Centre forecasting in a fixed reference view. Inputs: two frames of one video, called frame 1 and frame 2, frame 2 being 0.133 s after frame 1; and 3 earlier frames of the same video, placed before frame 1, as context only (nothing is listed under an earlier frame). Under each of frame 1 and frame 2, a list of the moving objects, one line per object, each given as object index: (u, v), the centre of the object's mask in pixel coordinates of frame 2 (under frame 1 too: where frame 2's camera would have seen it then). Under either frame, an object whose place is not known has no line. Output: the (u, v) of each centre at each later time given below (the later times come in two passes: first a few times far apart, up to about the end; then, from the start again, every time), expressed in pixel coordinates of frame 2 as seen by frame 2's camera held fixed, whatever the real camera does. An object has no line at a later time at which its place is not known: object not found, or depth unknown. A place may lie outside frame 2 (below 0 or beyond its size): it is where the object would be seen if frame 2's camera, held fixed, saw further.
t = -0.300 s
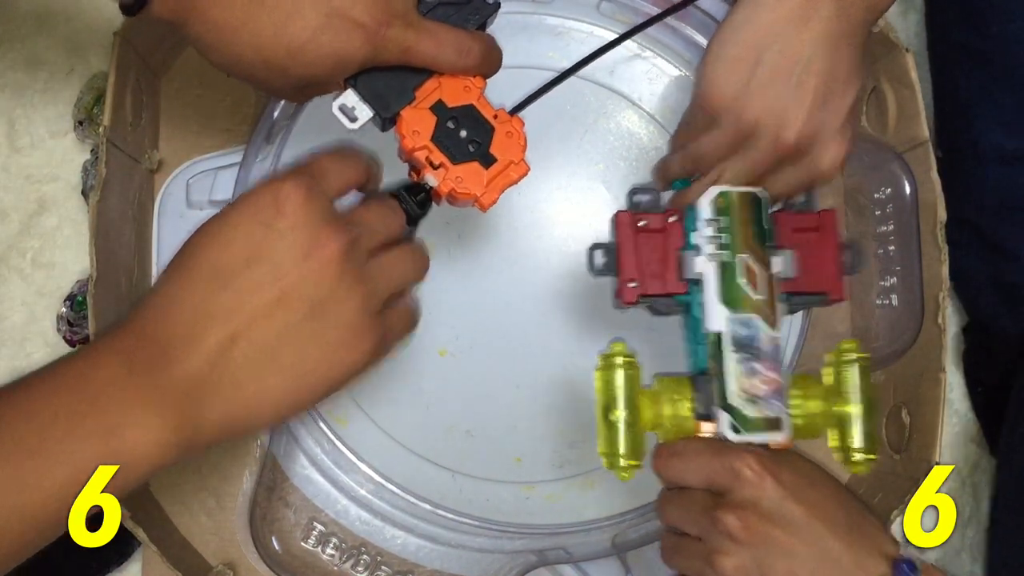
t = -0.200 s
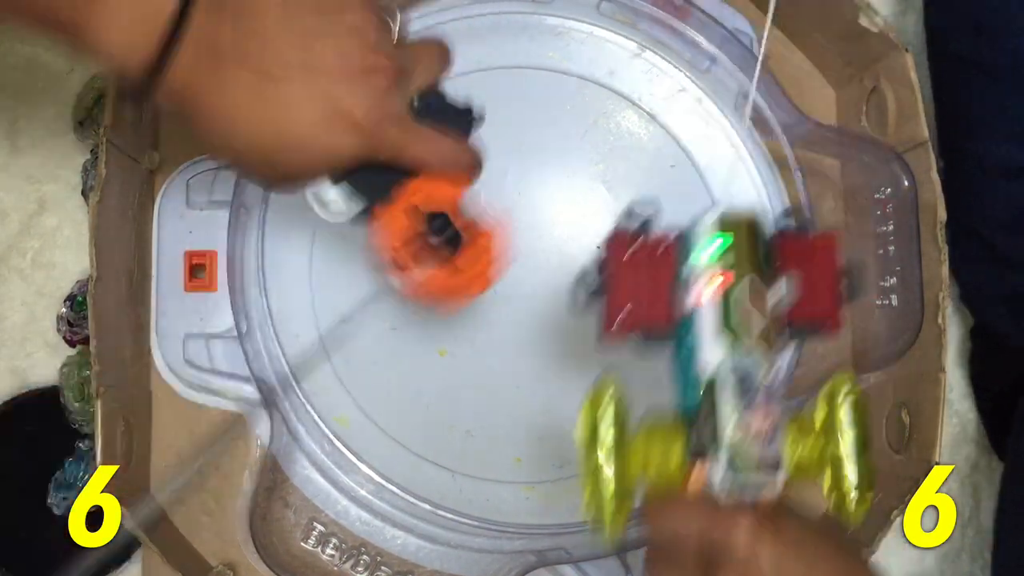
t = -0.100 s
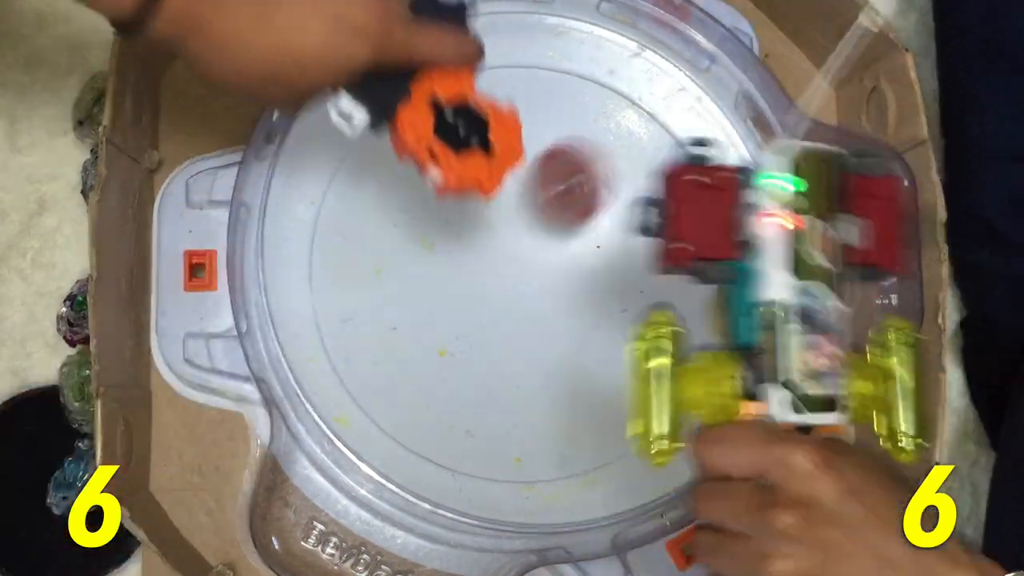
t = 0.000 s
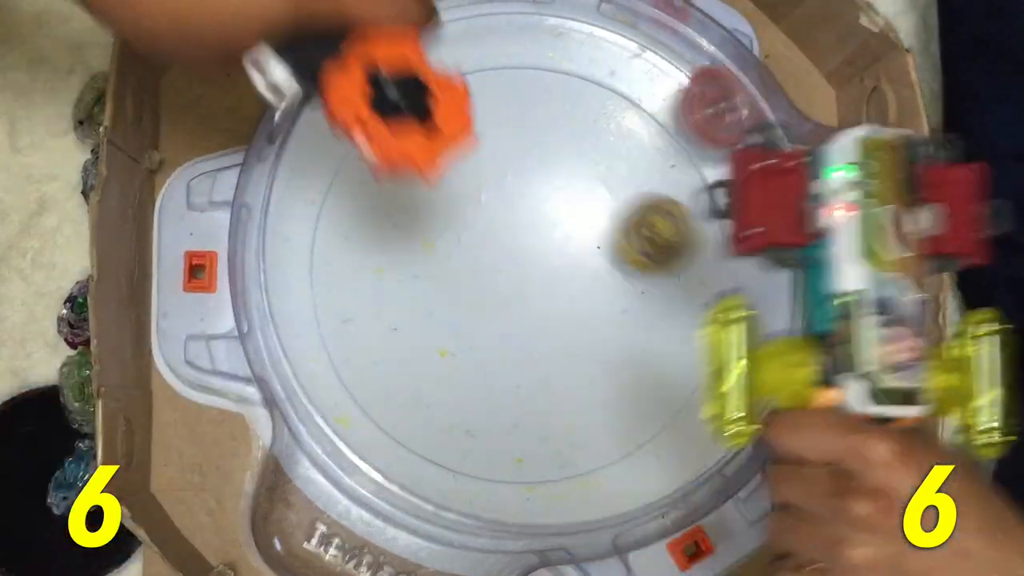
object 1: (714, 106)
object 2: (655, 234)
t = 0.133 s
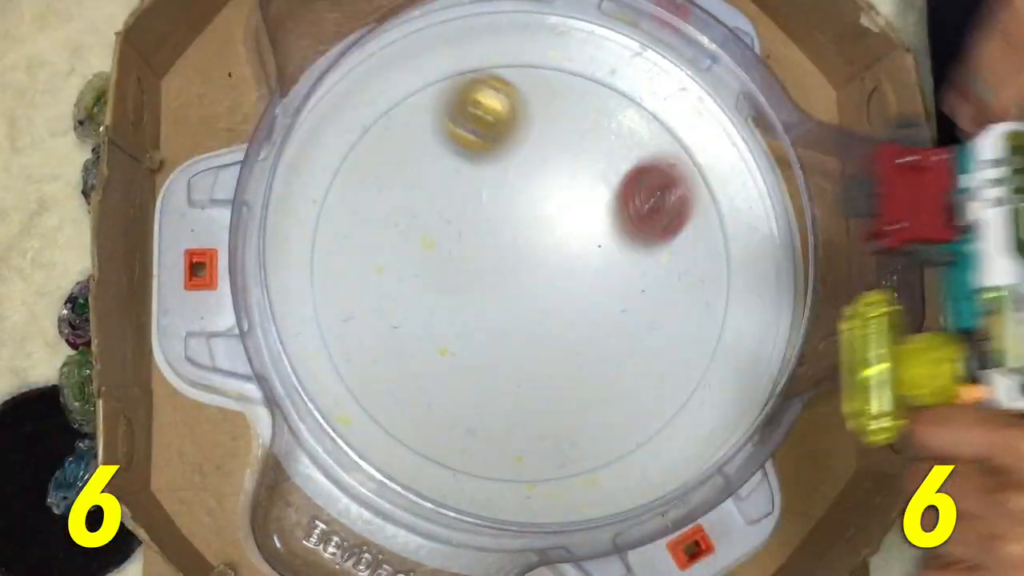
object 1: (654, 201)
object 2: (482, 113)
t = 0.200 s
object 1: (599, 255)
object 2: (391, 81)
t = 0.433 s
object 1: (436, 346)
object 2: (373, 234)
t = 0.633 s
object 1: (556, 409)
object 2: (467, 256)
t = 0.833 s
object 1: (721, 264)
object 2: (518, 166)
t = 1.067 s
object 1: (552, 68)
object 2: (430, 128)
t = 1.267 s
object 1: (390, 132)
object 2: (458, 243)
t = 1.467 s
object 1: (440, 314)
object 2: (611, 253)
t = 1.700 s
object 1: (721, 352)
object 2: (636, 110)
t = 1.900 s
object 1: (688, 152)
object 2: (513, 129)
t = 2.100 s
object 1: (535, 98)
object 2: (510, 282)
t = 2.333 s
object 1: (461, 232)
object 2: (676, 326)
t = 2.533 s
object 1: (576, 403)
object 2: (699, 217)
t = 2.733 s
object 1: (703, 322)
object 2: (569, 188)
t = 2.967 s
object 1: (635, 176)
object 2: (492, 337)
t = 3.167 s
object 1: (537, 195)
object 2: (584, 419)
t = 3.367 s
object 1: (493, 258)
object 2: (634, 350)
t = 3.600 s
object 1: (493, 321)
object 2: (554, 260)
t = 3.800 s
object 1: (505, 348)
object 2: (455, 261)
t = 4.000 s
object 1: (536, 351)
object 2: (435, 320)
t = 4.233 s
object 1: (586, 328)
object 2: (440, 334)
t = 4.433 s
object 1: (568, 297)
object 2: (468, 301)
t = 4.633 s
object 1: (557, 277)
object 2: (465, 241)
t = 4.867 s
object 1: (535, 255)
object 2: (446, 219)
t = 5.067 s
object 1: (554, 260)
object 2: (435, 209)
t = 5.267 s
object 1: (549, 247)
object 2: (459, 216)
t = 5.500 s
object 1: (570, 254)
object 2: (479, 197)
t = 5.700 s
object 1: (575, 250)
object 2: (508, 187)
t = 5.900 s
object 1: (578, 251)
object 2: (521, 172)
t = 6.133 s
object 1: (579, 261)
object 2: (530, 178)
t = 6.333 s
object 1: (581, 286)
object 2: (530, 192)
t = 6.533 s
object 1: (579, 298)
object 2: (531, 218)
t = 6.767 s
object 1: (583, 334)
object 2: (520, 222)
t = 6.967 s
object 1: (575, 335)
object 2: (526, 260)
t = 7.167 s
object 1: (587, 382)
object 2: (497, 213)
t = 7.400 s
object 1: (569, 355)
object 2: (478, 227)
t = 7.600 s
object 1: (545, 329)
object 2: (498, 254)
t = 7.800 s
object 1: (537, 335)
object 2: (506, 211)
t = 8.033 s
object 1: (515, 293)
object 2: (502, 202)
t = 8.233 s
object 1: (503, 279)
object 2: (501, 181)
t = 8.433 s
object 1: (496, 274)
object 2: (504, 174)
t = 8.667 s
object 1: (500, 267)
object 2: (524, 182)
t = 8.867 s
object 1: (507, 265)
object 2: (548, 186)
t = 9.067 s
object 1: (515, 268)
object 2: (578, 194)
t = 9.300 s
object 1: (519, 274)
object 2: (609, 214)
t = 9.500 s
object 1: (529, 279)
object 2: (615, 236)
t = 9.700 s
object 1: (527, 283)
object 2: (614, 267)
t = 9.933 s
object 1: (509, 282)
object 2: (612, 301)
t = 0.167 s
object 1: (627, 229)
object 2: (438, 94)
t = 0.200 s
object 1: (599, 255)
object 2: (391, 81)
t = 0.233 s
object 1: (567, 279)
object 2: (350, 76)
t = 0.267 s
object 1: (539, 300)
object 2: (325, 92)
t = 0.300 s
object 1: (511, 318)
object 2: (338, 118)
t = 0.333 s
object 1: (485, 332)
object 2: (343, 140)
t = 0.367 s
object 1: (464, 341)
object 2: (352, 168)
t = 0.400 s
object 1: (447, 346)
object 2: (361, 197)
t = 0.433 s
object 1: (436, 346)
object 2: (373, 234)
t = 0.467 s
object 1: (433, 346)
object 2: (389, 263)
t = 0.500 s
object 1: (448, 369)
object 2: (398, 262)
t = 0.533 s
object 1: (469, 390)
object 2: (414, 260)
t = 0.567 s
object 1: (495, 403)
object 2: (431, 260)
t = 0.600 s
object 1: (524, 410)
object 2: (448, 260)
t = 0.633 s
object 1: (556, 409)
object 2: (467, 256)
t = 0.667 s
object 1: (589, 401)
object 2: (484, 248)
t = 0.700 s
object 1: (622, 385)
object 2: (498, 236)
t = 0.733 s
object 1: (653, 363)
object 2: (509, 221)
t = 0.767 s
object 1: (680, 334)
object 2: (516, 203)
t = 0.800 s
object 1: (704, 302)
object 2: (519, 185)
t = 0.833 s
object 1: (721, 264)
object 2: (518, 166)
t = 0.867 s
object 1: (732, 225)
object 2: (513, 149)
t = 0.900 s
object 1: (717, 188)
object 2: (504, 134)
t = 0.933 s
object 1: (695, 153)
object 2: (491, 121)
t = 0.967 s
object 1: (665, 122)
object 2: (476, 114)
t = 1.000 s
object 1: (630, 95)
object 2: (460, 114)
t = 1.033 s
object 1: (591, 78)
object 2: (444, 118)
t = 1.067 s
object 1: (552, 68)
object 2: (430, 128)
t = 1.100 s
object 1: (513, 67)
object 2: (420, 143)
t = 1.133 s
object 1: (480, 71)
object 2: (415, 161)
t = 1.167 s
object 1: (449, 80)
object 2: (417, 184)
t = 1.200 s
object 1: (422, 94)
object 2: (425, 205)
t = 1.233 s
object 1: (404, 112)
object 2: (439, 225)
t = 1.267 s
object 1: (390, 132)
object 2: (458, 243)
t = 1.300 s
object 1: (382, 158)
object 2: (481, 258)
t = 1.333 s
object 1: (380, 185)
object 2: (507, 268)
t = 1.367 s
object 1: (383, 215)
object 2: (532, 272)
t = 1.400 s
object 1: (394, 248)
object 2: (560, 273)
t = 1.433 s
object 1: (413, 282)
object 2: (586, 266)
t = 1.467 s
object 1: (440, 314)
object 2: (611, 253)
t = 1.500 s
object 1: (476, 344)
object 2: (631, 237)
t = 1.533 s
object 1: (516, 365)
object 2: (648, 216)
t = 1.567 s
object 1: (559, 379)
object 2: (658, 193)
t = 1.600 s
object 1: (605, 384)
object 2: (663, 170)
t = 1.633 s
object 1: (647, 381)
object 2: (662, 146)
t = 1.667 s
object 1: (686, 370)
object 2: (654, 123)
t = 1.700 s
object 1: (721, 352)
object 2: (636, 110)
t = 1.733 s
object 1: (725, 319)
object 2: (614, 102)
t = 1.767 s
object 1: (724, 286)
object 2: (592, 97)
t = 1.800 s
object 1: (721, 252)
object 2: (570, 97)
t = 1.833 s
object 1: (714, 217)
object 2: (549, 102)
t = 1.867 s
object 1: (706, 181)
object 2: (530, 113)
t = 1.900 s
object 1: (688, 152)
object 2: (513, 129)
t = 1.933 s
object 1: (663, 129)
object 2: (500, 149)
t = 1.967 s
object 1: (634, 110)
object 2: (490, 174)
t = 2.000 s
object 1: (607, 99)
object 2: (486, 201)
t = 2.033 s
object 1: (582, 93)
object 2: (488, 228)
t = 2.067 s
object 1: (557, 93)
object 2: (496, 256)
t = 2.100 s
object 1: (535, 98)
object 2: (510, 282)
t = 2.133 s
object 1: (516, 108)
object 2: (529, 305)
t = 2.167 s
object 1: (500, 120)
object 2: (551, 322)
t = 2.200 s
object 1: (486, 135)
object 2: (577, 336)
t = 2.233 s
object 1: (476, 153)
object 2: (604, 343)
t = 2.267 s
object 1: (468, 176)
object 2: (632, 342)
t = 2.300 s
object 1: (462, 201)
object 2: (656, 336)
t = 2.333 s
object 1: (461, 232)
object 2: (676, 326)
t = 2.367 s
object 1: (464, 264)
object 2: (693, 311)
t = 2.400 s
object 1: (475, 300)
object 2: (704, 294)
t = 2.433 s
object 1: (493, 333)
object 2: (712, 275)
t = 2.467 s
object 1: (515, 362)
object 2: (712, 255)
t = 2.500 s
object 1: (545, 386)
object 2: (708, 235)
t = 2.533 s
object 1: (576, 403)
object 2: (699, 217)
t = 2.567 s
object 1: (610, 413)
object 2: (685, 201)
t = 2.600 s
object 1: (645, 416)
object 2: (667, 189)
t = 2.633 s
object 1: (677, 410)
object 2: (645, 181)
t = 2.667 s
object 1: (691, 384)
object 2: (621, 178)
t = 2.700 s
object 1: (698, 354)
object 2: (595, 180)
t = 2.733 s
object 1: (703, 322)
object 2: (569, 188)
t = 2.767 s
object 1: (705, 290)
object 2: (546, 201)
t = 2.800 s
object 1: (702, 261)
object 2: (526, 218)
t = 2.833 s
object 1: (695, 235)
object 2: (509, 238)
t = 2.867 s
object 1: (683, 214)
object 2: (498, 261)
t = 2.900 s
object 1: (670, 197)
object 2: (490, 285)
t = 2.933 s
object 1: (653, 184)
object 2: (488, 312)
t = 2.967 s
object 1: (635, 176)
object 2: (492, 337)
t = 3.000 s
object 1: (616, 172)
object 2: (500, 362)
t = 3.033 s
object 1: (597, 171)
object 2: (513, 382)
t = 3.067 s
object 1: (579, 174)
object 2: (529, 400)
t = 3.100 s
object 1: (564, 180)
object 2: (547, 411)
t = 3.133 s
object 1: (550, 186)
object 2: (566, 417)
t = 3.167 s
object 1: (537, 195)
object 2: (584, 419)
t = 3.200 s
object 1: (527, 203)
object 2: (601, 415)
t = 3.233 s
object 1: (518, 213)
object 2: (615, 407)
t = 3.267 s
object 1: (511, 223)
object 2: (625, 396)
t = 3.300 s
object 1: (503, 234)
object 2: (632, 382)
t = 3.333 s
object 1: (498, 246)
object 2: (634, 367)
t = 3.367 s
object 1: (493, 258)
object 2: (634, 350)
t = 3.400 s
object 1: (490, 270)
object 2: (630, 334)
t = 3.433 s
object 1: (489, 281)
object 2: (623, 318)
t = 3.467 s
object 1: (488, 291)
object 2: (614, 302)
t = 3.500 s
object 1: (489, 299)
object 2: (603, 288)
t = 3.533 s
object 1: (491, 307)
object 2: (587, 277)
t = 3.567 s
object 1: (493, 313)
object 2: (570, 268)
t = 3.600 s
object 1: (493, 321)
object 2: (554, 260)
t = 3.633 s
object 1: (491, 329)
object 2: (538, 252)
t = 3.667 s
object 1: (493, 335)
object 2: (521, 248)
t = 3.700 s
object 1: (495, 340)
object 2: (503, 246)
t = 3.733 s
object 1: (499, 343)
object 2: (485, 248)
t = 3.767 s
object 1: (502, 346)
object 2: (469, 253)
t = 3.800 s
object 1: (505, 348)
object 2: (455, 261)
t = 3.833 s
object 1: (509, 350)
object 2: (445, 272)
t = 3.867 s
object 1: (512, 351)
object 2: (439, 284)
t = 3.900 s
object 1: (516, 351)
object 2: (436, 297)
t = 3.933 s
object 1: (519, 350)
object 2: (437, 308)
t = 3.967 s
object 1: (523, 348)
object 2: (439, 318)
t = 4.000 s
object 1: (536, 351)
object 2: (435, 320)
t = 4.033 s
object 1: (556, 354)
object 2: (429, 319)
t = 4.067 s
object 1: (571, 354)
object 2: (428, 321)
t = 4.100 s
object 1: (582, 351)
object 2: (427, 324)
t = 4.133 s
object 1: (586, 346)
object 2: (428, 328)
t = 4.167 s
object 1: (588, 340)
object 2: (431, 332)
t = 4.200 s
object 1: (588, 334)
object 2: (435, 334)
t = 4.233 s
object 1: (586, 328)
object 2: (440, 334)
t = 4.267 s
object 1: (584, 322)
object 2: (444, 332)
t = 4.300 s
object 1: (581, 316)
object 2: (450, 327)
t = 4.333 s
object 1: (578, 310)
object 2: (455, 322)
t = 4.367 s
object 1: (574, 306)
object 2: (459, 316)
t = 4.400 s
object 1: (571, 301)
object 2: (463, 309)
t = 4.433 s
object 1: (568, 297)
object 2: (468, 301)
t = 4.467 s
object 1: (565, 294)
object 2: (472, 294)
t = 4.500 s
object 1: (562, 290)
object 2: (476, 285)
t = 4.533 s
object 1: (562, 287)
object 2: (476, 275)
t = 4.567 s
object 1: (561, 285)
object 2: (474, 263)
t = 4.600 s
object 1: (559, 281)
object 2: (470, 251)
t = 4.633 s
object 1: (557, 277)
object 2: (465, 241)
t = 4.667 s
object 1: (554, 274)
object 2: (461, 233)
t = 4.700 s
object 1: (551, 270)
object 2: (456, 226)
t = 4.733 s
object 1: (548, 267)
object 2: (451, 221)
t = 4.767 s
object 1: (545, 263)
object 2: (448, 219)
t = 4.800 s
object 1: (541, 260)
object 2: (446, 218)
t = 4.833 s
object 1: (538, 258)
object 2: (446, 218)
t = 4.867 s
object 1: (535, 255)
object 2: (446, 219)
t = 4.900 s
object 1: (532, 253)
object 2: (447, 220)
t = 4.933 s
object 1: (530, 250)
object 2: (449, 220)
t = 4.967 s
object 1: (538, 254)
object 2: (442, 214)
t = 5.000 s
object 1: (547, 258)
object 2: (437, 210)
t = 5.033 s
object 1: (552, 260)
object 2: (435, 209)
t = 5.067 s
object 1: (554, 260)
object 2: (435, 209)
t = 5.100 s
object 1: (554, 259)
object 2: (436, 210)
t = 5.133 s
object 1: (554, 257)
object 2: (439, 211)
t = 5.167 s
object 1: (553, 255)
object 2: (443, 213)
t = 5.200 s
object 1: (552, 252)
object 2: (447, 214)
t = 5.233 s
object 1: (550, 250)
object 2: (453, 215)
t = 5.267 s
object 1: (549, 247)
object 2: (459, 216)
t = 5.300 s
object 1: (548, 245)
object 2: (466, 215)
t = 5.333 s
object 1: (555, 249)
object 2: (468, 210)
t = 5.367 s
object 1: (562, 254)
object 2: (468, 204)
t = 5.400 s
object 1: (566, 256)
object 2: (470, 201)
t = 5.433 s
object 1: (569, 257)
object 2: (473, 199)
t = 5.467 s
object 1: (570, 256)
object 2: (476, 198)
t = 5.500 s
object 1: (570, 254)
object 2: (479, 197)
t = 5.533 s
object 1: (571, 253)
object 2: (483, 196)
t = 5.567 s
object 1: (571, 251)
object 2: (488, 196)
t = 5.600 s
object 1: (572, 250)
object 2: (493, 195)
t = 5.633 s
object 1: (571, 248)
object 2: (499, 194)
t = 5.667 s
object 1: (572, 247)
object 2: (505, 192)
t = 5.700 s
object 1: (575, 250)
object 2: (508, 187)
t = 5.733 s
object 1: (576, 251)
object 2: (510, 182)
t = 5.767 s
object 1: (577, 251)
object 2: (513, 179)
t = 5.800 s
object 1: (578, 251)
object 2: (516, 176)
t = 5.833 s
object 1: (578, 251)
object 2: (518, 174)
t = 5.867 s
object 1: (579, 251)
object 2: (519, 173)
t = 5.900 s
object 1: (578, 251)
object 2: (521, 172)
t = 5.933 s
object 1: (578, 251)
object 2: (522, 172)
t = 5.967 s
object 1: (578, 251)
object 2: (524, 173)
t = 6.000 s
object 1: (578, 251)
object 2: (526, 174)
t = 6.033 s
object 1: (577, 251)
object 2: (528, 176)
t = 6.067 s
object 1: (577, 251)
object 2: (530, 179)
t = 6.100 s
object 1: (579, 257)
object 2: (530, 177)
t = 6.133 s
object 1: (579, 261)
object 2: (530, 178)
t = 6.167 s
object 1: (580, 263)
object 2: (530, 181)
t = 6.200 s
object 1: (579, 265)
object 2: (530, 185)
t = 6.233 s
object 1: (578, 266)
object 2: (531, 190)
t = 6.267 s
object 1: (577, 268)
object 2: (532, 195)
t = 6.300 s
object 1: (580, 278)
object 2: (530, 192)
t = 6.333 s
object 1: (581, 286)
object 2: (530, 192)
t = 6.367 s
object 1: (581, 290)
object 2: (529, 194)
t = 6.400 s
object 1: (581, 292)
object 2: (529, 198)
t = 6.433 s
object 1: (581, 294)
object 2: (529, 203)
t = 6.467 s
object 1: (580, 296)
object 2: (529, 207)
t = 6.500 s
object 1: (579, 297)
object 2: (530, 213)
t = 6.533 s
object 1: (579, 298)
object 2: (531, 218)
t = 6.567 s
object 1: (578, 299)
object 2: (533, 223)
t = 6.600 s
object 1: (581, 312)
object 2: (531, 218)
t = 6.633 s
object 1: (583, 323)
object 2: (530, 213)
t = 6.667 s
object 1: (584, 329)
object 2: (527, 213)
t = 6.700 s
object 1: (583, 332)
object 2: (524, 215)
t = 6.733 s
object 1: (583, 333)
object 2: (522, 218)
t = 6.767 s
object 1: (583, 334)
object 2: (520, 222)
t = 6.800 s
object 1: (582, 335)
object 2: (518, 227)
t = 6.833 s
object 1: (581, 335)
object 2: (517, 233)
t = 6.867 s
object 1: (580, 335)
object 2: (518, 240)
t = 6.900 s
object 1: (579, 335)
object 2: (520, 247)
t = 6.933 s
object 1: (576, 335)
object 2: (523, 254)
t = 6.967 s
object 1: (575, 335)
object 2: (526, 260)
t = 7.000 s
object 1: (581, 353)
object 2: (523, 248)
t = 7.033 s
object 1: (586, 370)
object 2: (519, 234)
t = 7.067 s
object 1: (589, 380)
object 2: (515, 227)
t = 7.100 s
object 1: (589, 383)
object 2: (509, 220)
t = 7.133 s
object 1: (588, 383)
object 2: (503, 216)
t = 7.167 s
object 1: (587, 382)
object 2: (497, 213)
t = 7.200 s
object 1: (585, 380)
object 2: (492, 212)
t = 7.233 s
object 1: (583, 377)
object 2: (487, 212)
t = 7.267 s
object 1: (580, 374)
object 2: (483, 214)
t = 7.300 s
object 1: (578, 369)
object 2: (480, 216)
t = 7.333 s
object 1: (575, 365)
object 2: (479, 219)
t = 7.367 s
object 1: (572, 360)
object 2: (478, 223)
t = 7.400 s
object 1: (569, 355)
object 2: (478, 227)
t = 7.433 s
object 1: (565, 351)
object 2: (479, 232)
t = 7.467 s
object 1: (561, 346)
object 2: (480, 236)
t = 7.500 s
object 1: (557, 342)
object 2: (484, 241)
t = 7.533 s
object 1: (553, 338)
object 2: (487, 246)
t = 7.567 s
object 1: (549, 333)
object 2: (492, 250)
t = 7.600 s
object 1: (545, 329)
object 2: (498, 254)
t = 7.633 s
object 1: (545, 335)
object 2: (502, 248)
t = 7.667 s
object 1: (546, 343)
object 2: (504, 237)
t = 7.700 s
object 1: (545, 345)
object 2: (507, 229)
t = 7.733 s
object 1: (542, 343)
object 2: (507, 222)
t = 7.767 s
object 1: (540, 340)
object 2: (507, 216)
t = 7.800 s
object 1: (537, 335)
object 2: (506, 211)
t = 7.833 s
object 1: (534, 330)
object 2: (505, 207)
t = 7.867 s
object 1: (531, 325)
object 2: (504, 205)
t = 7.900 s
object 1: (527, 318)
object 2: (504, 204)
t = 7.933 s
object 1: (524, 313)
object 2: (503, 203)
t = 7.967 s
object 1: (521, 307)
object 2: (503, 202)
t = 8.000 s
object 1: (518, 300)
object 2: (502, 202)
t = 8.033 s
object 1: (515, 293)
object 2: (502, 202)
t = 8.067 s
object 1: (513, 287)
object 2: (502, 202)
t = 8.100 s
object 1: (510, 288)
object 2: (503, 194)
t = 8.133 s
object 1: (508, 289)
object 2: (503, 187)
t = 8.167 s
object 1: (506, 287)
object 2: (502, 183)
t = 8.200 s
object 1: (505, 283)
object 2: (502, 181)
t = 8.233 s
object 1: (503, 279)
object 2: (501, 181)
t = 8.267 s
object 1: (501, 275)
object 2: (501, 181)
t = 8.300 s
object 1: (500, 271)
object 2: (501, 181)
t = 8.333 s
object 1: (499, 269)
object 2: (501, 182)
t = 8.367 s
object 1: (497, 272)
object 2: (503, 176)
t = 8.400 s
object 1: (496, 275)
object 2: (503, 175)
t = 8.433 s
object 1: (496, 274)
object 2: (504, 174)
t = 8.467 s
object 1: (497, 272)
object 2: (505, 175)
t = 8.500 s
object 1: (498, 270)
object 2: (506, 176)
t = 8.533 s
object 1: (498, 267)
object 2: (507, 178)
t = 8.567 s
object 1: (499, 267)
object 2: (511, 180)
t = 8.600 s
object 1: (499, 268)
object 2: (515, 181)
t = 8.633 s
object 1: (500, 267)
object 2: (519, 183)
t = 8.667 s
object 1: (500, 267)
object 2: (524, 182)
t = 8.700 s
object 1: (499, 269)
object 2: (530, 180)
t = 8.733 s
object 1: (500, 269)
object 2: (535, 180)
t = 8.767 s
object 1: (502, 268)
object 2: (538, 181)
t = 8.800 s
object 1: (503, 267)
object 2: (541, 182)
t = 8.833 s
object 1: (505, 266)
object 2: (545, 184)
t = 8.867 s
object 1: (507, 265)
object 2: (548, 186)
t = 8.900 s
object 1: (509, 265)
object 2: (553, 188)
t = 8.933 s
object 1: (507, 267)
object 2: (559, 188)
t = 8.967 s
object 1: (508, 268)
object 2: (564, 188)
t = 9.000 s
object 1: (510, 268)
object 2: (570, 190)
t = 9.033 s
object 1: (513, 268)
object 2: (574, 192)
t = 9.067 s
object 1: (515, 268)
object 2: (578, 194)
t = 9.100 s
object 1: (518, 267)
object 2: (581, 197)
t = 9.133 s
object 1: (521, 267)
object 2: (584, 201)
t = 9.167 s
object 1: (524, 266)
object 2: (587, 205)
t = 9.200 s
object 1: (523, 268)
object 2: (592, 209)
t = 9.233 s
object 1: (519, 272)
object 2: (600, 210)
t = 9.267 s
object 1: (518, 273)
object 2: (605, 211)
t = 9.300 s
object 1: (519, 274)
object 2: (609, 214)
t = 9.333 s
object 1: (521, 275)
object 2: (612, 217)
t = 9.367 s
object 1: (522, 276)
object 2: (613, 220)
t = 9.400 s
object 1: (524, 277)
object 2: (613, 223)
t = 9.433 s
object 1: (525, 277)
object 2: (615, 225)
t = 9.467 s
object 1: (527, 278)
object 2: (615, 231)
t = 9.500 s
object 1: (529, 279)
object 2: (615, 236)
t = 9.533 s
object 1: (530, 279)
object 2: (616, 241)
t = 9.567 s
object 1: (531, 280)
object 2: (614, 247)
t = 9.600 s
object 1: (532, 280)
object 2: (614, 252)
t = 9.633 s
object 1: (528, 282)
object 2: (615, 257)
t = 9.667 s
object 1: (528, 282)
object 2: (614, 262)
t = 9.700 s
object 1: (527, 283)
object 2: (614, 267)
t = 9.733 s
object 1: (524, 283)
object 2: (614, 272)
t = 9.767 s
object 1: (523, 284)
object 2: (614, 276)
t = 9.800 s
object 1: (522, 284)
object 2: (613, 281)
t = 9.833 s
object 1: (522, 285)
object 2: (611, 285)
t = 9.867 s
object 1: (522, 285)
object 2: (608, 290)
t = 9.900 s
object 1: (515, 284)
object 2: (611, 296)
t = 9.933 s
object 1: (509, 282)
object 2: (612, 301)
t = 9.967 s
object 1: (507, 281)
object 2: (612, 304)
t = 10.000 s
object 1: (505, 281)
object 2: (612, 308)
